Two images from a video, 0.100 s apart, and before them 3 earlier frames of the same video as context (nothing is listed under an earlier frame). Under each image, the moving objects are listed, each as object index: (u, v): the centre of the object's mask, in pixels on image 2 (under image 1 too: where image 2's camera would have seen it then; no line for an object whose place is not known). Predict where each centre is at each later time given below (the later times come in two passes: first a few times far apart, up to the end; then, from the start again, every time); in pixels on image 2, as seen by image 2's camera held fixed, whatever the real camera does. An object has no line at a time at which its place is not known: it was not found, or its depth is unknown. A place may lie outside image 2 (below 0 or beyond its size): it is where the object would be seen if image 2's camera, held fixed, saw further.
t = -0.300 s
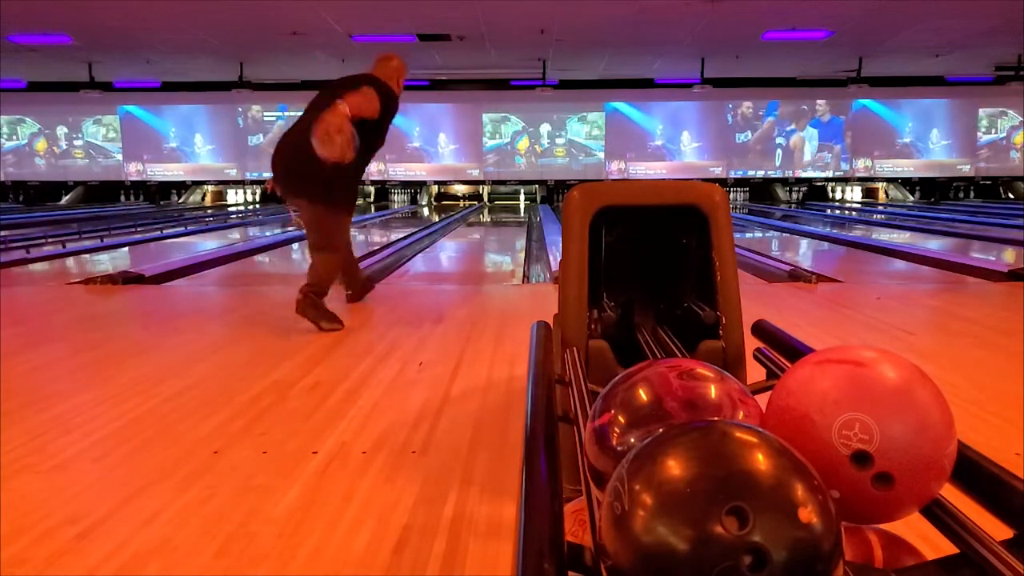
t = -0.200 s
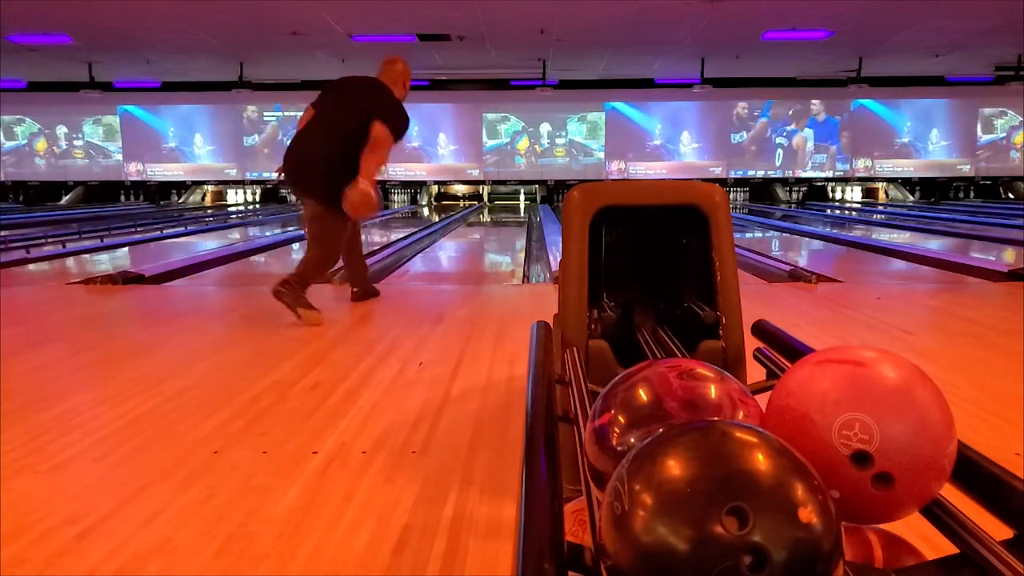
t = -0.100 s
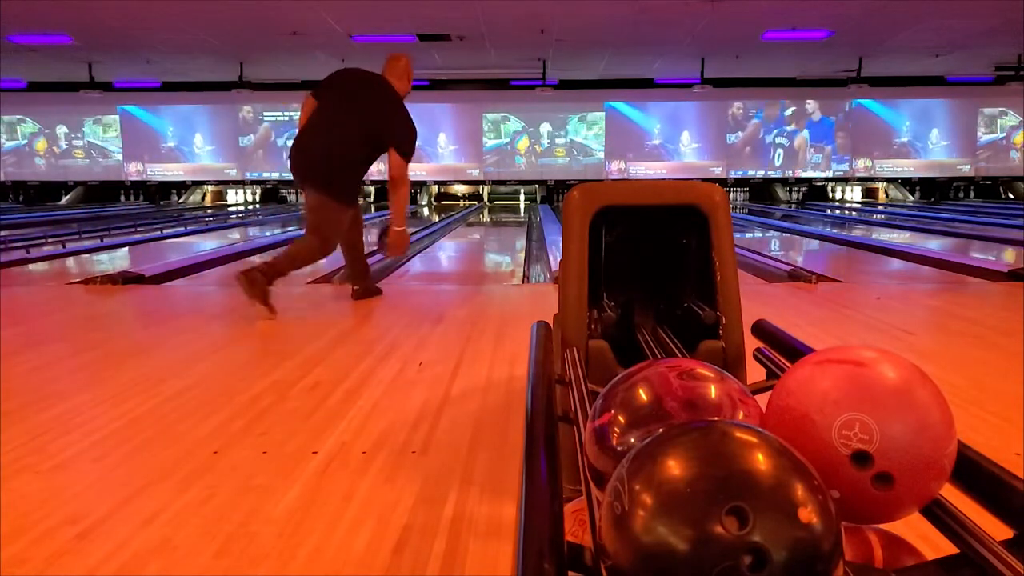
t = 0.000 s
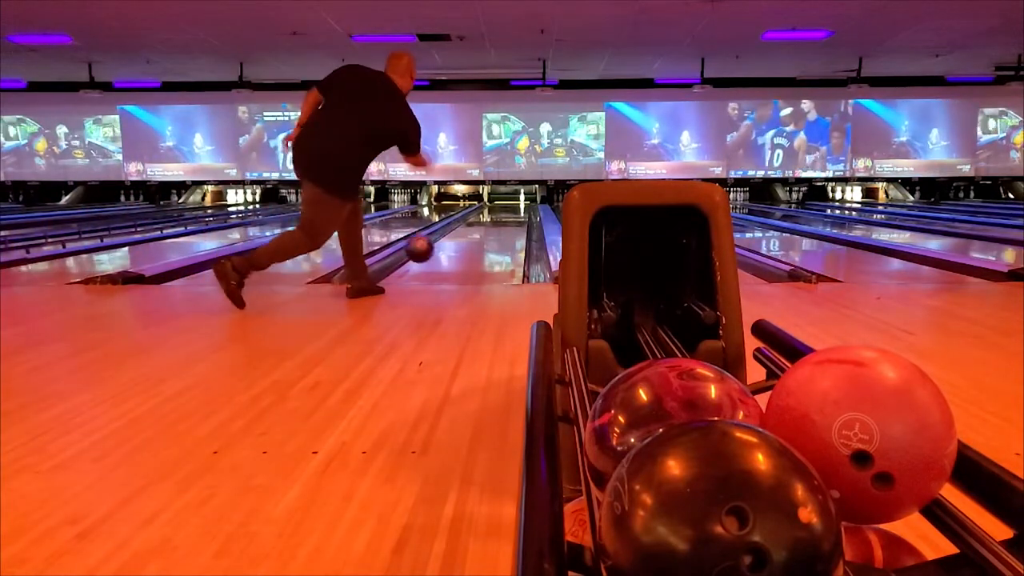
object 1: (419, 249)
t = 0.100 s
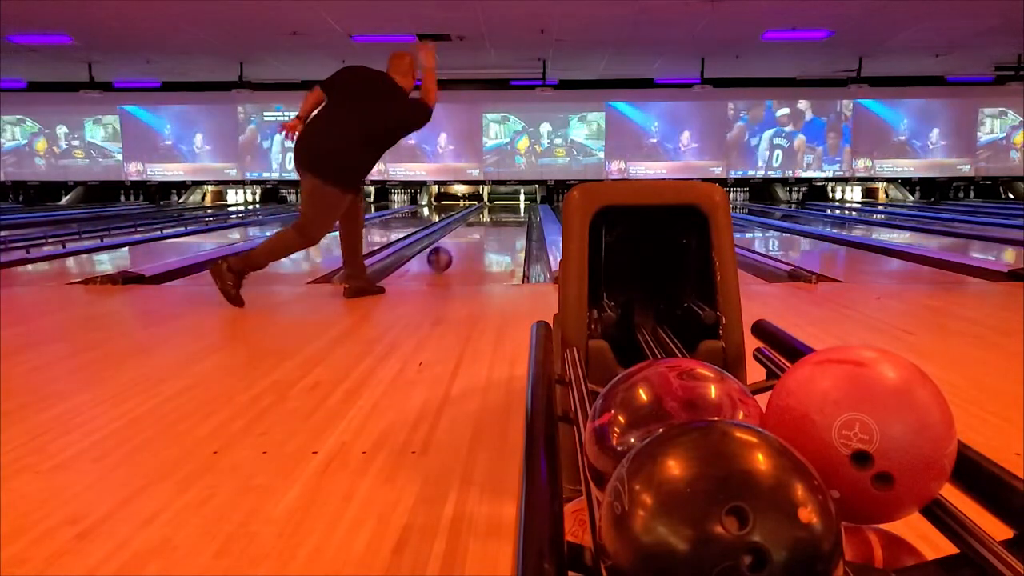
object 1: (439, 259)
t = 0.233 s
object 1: (459, 247)
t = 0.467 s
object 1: (481, 232)
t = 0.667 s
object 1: (494, 225)
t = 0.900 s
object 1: (504, 218)
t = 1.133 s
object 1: (511, 213)
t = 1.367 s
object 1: (516, 210)
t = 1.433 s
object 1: (516, 210)
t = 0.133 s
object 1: (445, 254)
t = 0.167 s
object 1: (450, 251)
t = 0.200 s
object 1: (455, 248)
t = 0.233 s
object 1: (459, 247)
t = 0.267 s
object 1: (462, 244)
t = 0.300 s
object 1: (466, 242)
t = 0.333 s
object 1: (470, 240)
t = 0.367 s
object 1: (473, 238)
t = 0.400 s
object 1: (476, 236)
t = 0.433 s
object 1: (479, 234)
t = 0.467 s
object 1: (481, 232)
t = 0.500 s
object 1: (484, 231)
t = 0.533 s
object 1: (486, 230)
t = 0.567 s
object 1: (488, 228)
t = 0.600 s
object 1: (490, 227)
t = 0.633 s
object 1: (492, 226)
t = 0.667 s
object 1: (494, 225)
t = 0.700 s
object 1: (495, 224)
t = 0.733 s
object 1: (497, 223)
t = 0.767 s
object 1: (498, 222)
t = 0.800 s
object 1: (500, 221)
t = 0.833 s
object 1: (502, 220)
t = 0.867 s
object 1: (503, 219)
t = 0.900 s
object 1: (504, 218)
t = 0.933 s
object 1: (505, 218)
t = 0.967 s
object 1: (506, 218)
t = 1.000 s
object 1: (507, 216)
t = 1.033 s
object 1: (508, 215)
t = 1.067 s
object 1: (509, 215)
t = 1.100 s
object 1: (510, 214)
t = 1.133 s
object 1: (511, 213)
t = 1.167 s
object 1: (512, 213)
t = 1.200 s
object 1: (513, 212)
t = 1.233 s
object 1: (513, 211)
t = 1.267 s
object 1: (514, 211)
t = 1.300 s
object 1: (514, 211)
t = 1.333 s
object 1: (515, 210)
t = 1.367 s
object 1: (516, 210)
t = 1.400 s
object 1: (516, 210)
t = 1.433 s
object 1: (516, 210)
